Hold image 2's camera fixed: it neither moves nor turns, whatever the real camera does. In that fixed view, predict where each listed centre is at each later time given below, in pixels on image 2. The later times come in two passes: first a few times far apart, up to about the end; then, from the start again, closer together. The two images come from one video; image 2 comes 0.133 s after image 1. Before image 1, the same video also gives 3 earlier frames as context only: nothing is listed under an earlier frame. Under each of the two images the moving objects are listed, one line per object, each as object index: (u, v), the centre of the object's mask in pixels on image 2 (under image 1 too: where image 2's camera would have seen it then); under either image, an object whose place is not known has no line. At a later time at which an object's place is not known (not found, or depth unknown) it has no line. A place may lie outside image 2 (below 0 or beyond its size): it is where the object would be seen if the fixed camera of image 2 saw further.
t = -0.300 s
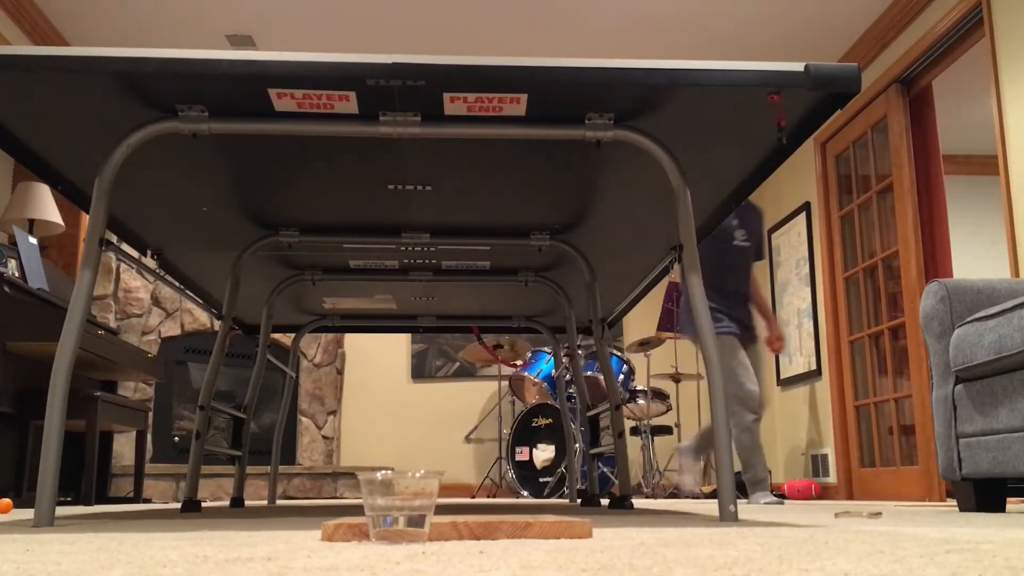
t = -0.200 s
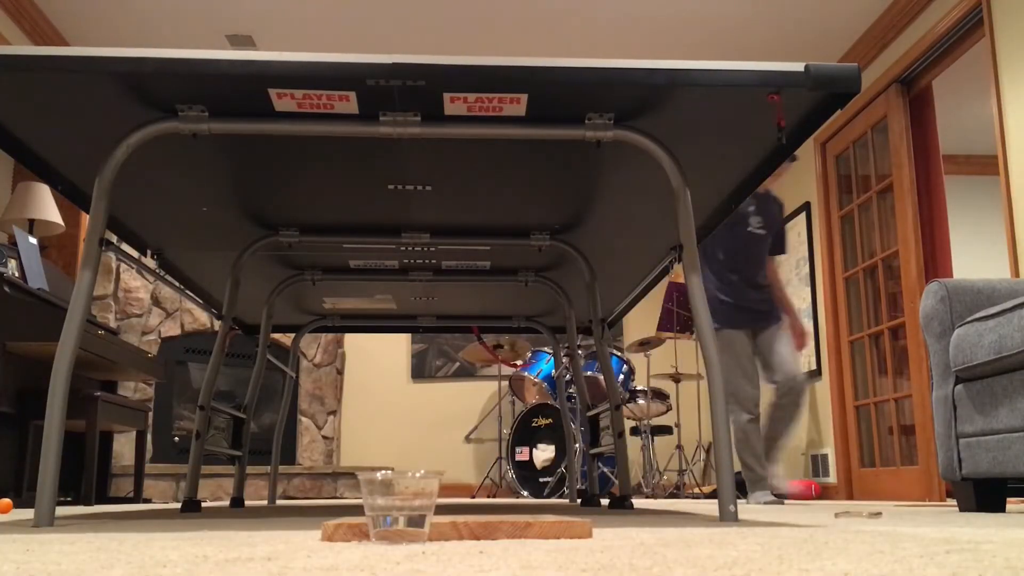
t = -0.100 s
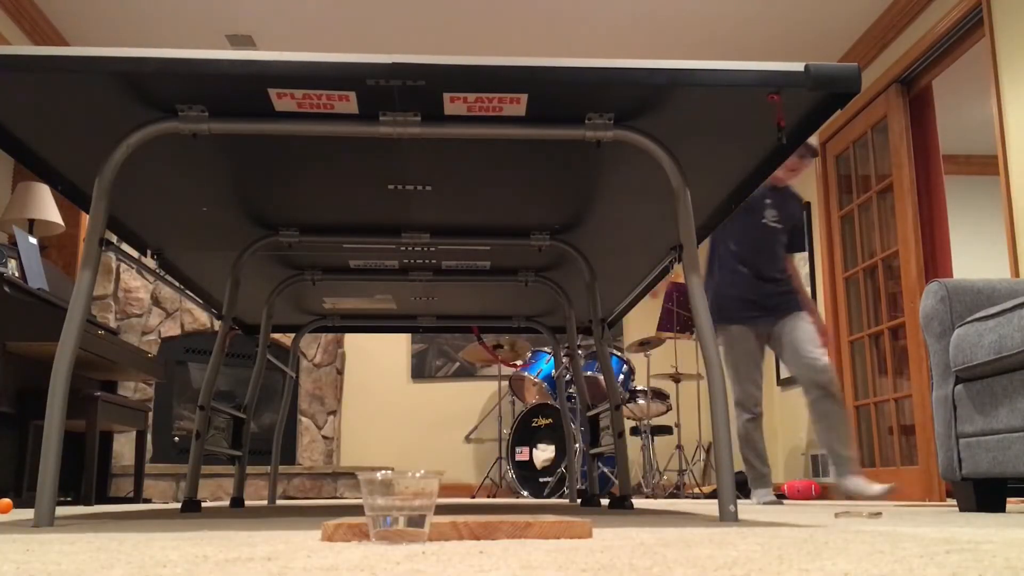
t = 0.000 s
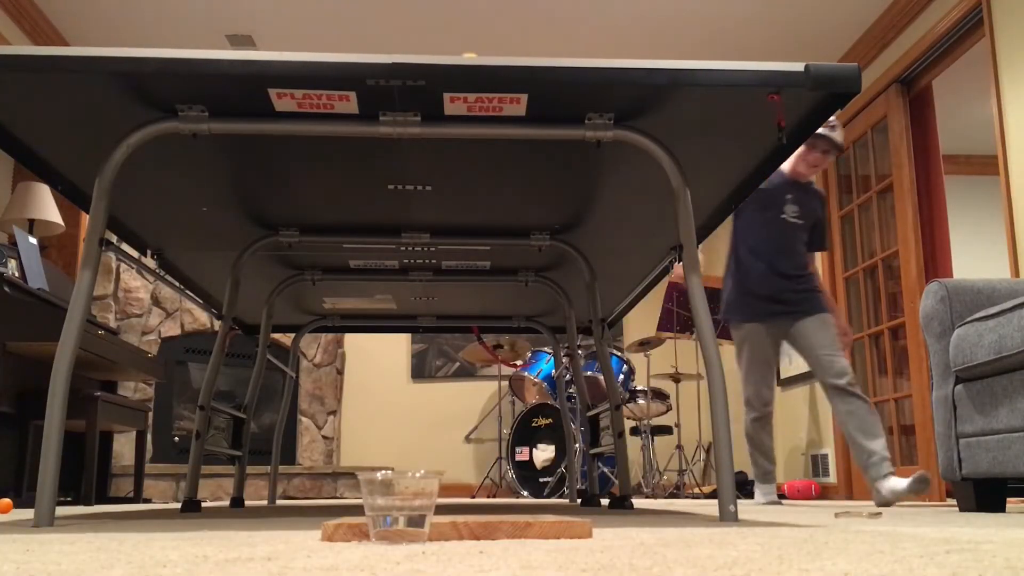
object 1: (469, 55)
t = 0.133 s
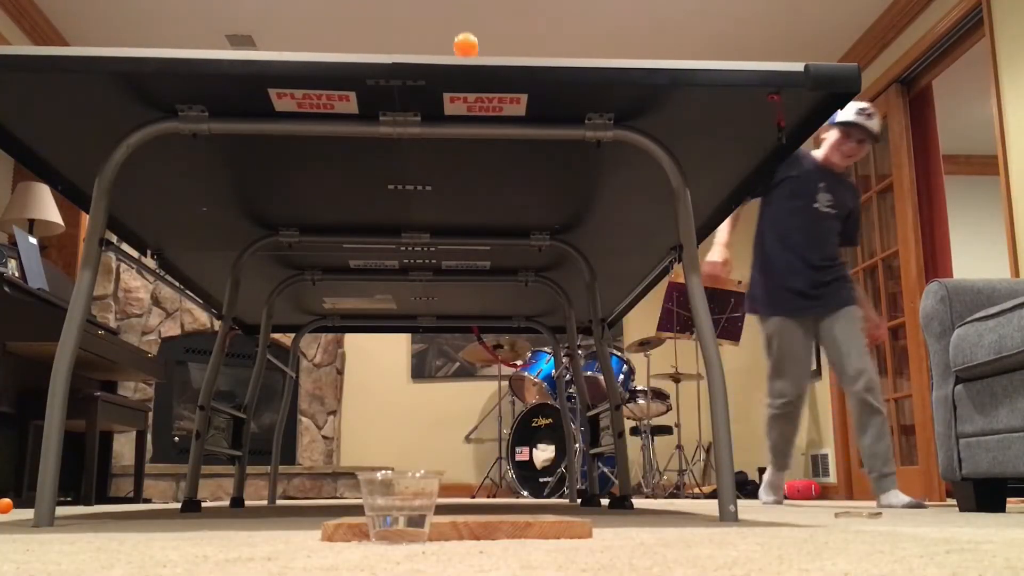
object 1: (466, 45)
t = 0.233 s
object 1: (464, 55)
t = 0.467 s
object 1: (456, 344)
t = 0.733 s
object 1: (449, 141)
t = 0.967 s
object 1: (437, 93)
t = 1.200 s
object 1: (409, 508)
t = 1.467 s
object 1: (387, 504)
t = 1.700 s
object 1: (388, 503)
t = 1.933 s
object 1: (389, 502)
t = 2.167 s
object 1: (390, 503)
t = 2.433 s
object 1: (390, 502)
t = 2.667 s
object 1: (390, 502)
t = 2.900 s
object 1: (390, 502)
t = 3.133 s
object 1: (390, 501)
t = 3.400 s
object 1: (390, 501)
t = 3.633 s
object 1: (390, 502)
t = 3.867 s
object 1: (390, 502)
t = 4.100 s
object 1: (390, 502)
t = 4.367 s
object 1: (390, 503)
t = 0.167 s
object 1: (465, 45)
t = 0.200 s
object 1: (464, 46)
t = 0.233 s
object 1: (464, 55)
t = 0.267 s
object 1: (463, 72)
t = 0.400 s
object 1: (459, 215)
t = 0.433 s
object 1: (458, 277)
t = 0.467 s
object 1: (456, 344)
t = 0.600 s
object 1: (452, 331)
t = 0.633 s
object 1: (451, 275)
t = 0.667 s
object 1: (451, 221)
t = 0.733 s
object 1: (449, 141)
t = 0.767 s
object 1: (448, 111)
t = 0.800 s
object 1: (446, 88)
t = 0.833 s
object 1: (444, 73)
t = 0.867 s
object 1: (442, 65)
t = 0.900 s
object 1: (441, 66)
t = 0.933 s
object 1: (439, 75)
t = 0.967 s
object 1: (437, 93)
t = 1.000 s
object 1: (435, 121)
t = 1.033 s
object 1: (433, 159)
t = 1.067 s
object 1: (430, 207)
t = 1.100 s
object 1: (427, 271)
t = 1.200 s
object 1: (409, 508)
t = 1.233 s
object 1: (402, 519)
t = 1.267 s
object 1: (401, 520)
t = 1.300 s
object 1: (399, 510)
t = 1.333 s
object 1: (396, 497)
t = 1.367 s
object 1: (392, 492)
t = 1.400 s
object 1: (390, 494)
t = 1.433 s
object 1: (389, 501)
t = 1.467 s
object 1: (387, 504)
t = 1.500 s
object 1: (387, 507)
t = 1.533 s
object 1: (386, 504)
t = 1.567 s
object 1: (387, 503)
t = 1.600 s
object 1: (387, 501)
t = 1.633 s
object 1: (387, 501)
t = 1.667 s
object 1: (388, 502)
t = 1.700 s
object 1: (388, 503)
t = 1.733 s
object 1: (388, 503)
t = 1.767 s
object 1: (388, 503)
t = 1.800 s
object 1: (388, 503)
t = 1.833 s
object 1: (388, 503)
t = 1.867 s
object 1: (388, 504)
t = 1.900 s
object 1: (389, 503)
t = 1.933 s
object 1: (389, 502)
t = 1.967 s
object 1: (390, 501)
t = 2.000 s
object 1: (390, 500)
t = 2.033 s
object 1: (390, 501)
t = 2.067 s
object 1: (390, 503)
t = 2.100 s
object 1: (389, 504)
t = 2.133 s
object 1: (389, 504)
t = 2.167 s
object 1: (390, 503)
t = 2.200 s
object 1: (390, 502)
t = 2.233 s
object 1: (390, 501)
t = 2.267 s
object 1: (390, 501)
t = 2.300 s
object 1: (390, 502)
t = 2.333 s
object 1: (390, 502)
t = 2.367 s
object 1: (390, 503)
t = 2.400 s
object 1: (390, 503)
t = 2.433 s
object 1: (390, 502)
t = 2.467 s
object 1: (390, 502)
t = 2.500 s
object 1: (390, 502)
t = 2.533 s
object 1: (390, 501)
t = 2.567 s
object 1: (390, 501)
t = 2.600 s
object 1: (390, 502)
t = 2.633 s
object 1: (389, 502)
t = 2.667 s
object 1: (390, 502)
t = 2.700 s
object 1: (390, 502)
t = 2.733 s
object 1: (390, 502)
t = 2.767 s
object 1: (390, 502)
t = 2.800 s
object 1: (390, 501)
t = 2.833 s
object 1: (390, 501)
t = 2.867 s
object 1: (390, 501)
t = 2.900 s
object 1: (390, 502)
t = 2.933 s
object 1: (390, 502)
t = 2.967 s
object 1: (390, 502)
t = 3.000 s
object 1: (390, 502)
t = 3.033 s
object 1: (390, 502)
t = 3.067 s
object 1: (390, 501)
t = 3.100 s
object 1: (390, 501)
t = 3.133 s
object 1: (390, 501)
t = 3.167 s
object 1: (390, 502)
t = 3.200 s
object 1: (390, 502)
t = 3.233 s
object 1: (390, 502)
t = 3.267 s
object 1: (390, 502)
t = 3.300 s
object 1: (390, 502)
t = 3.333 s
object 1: (390, 502)
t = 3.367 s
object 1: (390, 501)
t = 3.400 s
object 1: (390, 501)
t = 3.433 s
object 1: (390, 501)
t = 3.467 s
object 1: (390, 502)
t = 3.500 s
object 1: (390, 502)
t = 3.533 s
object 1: (390, 502)
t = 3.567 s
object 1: (390, 502)
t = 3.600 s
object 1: (390, 502)
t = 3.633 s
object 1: (390, 502)
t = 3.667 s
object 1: (390, 501)
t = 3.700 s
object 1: (390, 501)
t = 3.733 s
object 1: (390, 502)
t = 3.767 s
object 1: (390, 502)
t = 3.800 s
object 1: (390, 502)
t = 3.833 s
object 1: (390, 502)
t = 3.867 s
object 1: (390, 502)
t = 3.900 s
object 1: (390, 502)
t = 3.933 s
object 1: (390, 502)
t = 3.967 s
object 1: (390, 501)
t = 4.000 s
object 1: (390, 502)
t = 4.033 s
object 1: (390, 502)
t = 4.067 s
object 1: (390, 502)
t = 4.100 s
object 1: (390, 502)
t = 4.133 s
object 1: (390, 502)
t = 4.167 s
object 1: (390, 502)
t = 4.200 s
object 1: (390, 502)
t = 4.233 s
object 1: (390, 502)
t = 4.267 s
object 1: (389, 504)
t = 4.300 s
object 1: (390, 502)
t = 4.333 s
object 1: (390, 502)
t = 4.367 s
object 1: (390, 503)
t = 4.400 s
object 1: (390, 503)
